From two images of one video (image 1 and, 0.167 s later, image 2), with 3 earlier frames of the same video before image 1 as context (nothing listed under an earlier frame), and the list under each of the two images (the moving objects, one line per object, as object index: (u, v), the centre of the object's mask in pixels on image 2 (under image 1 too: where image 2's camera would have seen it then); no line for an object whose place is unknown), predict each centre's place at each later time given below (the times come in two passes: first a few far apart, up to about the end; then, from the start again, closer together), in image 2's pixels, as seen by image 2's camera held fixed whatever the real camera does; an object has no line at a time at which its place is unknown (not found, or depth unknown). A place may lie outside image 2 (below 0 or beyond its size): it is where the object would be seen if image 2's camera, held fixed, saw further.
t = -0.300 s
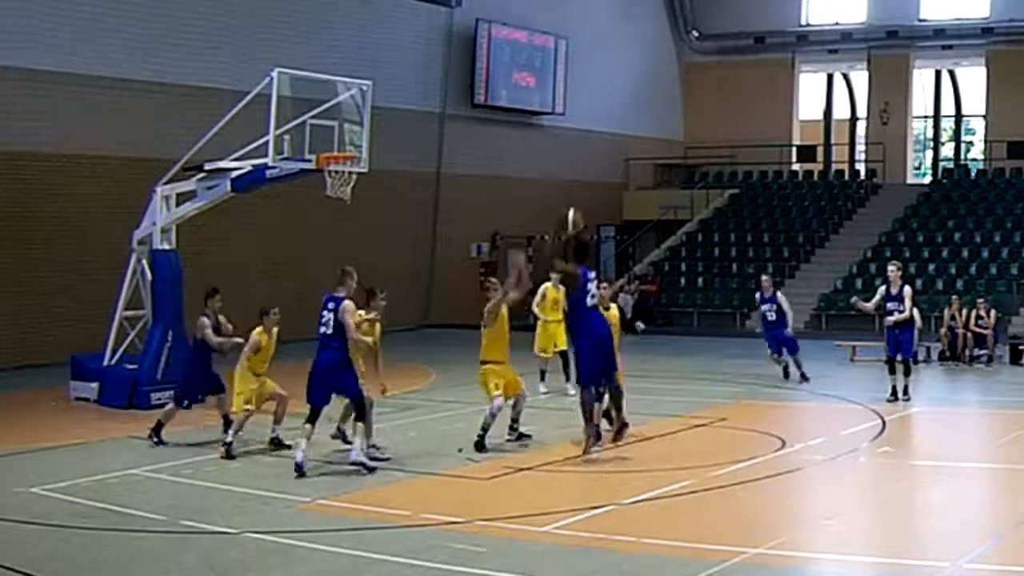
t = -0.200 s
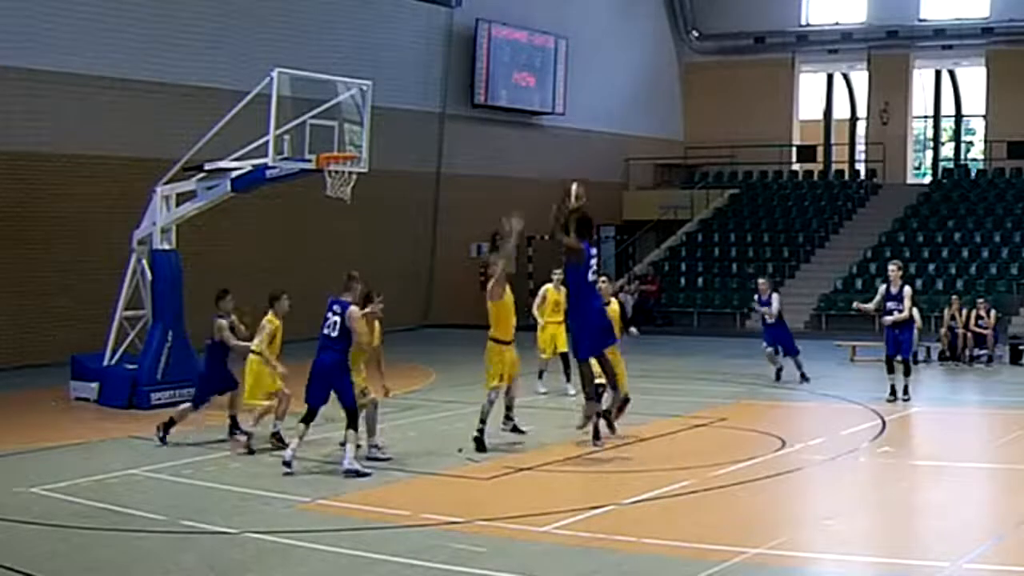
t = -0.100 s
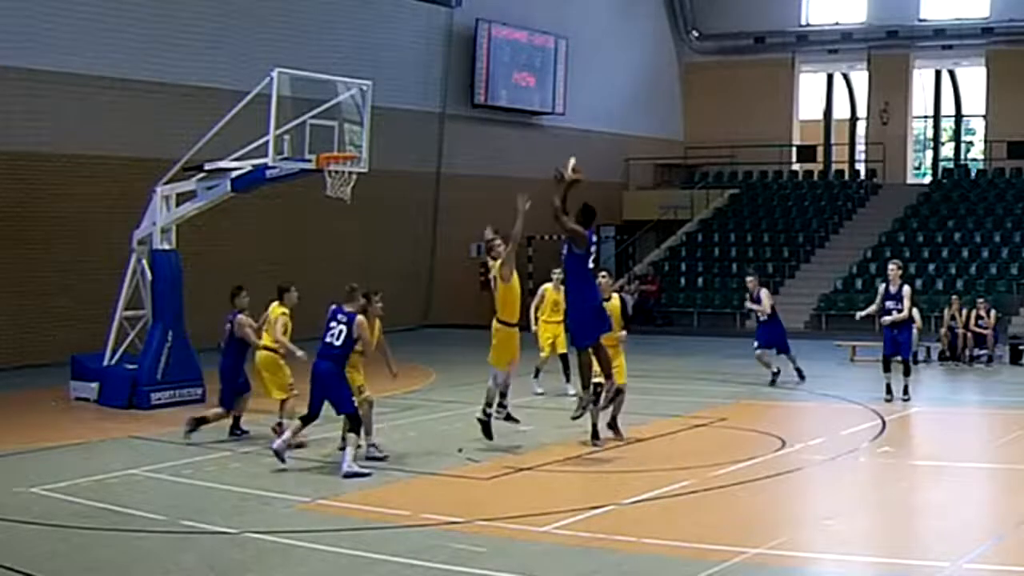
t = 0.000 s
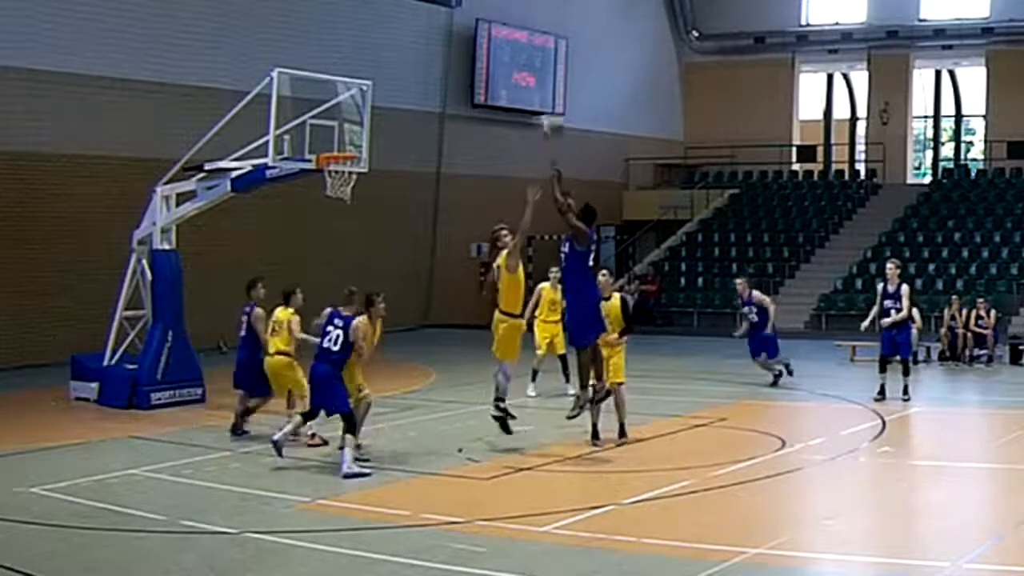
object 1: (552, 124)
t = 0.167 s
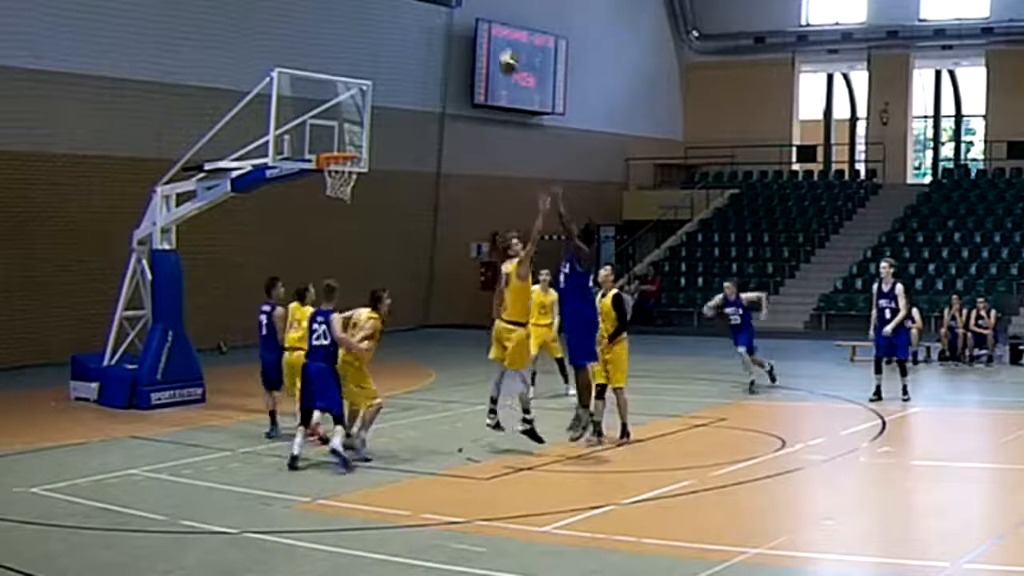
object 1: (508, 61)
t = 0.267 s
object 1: (485, 38)
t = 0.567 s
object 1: (417, 31)
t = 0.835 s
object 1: (363, 88)
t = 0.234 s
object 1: (494, 45)
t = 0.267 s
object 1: (485, 38)
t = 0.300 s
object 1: (478, 34)
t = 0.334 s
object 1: (470, 29)
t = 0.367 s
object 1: (462, 26)
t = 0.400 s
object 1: (453, 24)
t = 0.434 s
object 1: (447, 25)
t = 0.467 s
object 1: (439, 26)
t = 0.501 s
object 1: (435, 25)
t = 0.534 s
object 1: (425, 28)
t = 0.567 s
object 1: (417, 31)
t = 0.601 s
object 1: (409, 36)
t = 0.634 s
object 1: (402, 40)
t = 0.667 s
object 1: (396, 47)
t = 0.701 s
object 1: (388, 53)
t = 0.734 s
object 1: (381, 62)
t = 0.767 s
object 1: (375, 68)
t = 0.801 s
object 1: (368, 78)
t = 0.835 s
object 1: (363, 88)
